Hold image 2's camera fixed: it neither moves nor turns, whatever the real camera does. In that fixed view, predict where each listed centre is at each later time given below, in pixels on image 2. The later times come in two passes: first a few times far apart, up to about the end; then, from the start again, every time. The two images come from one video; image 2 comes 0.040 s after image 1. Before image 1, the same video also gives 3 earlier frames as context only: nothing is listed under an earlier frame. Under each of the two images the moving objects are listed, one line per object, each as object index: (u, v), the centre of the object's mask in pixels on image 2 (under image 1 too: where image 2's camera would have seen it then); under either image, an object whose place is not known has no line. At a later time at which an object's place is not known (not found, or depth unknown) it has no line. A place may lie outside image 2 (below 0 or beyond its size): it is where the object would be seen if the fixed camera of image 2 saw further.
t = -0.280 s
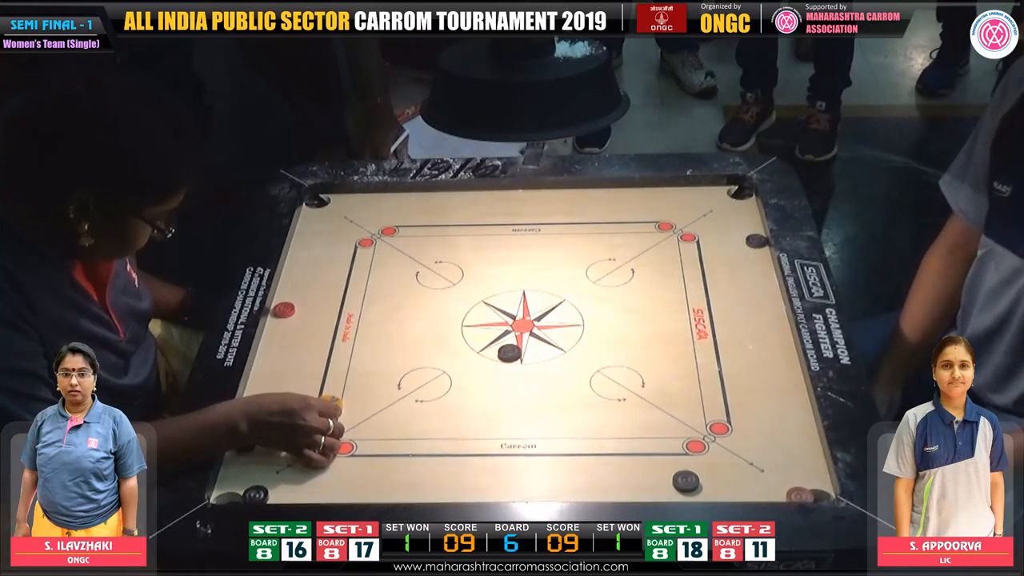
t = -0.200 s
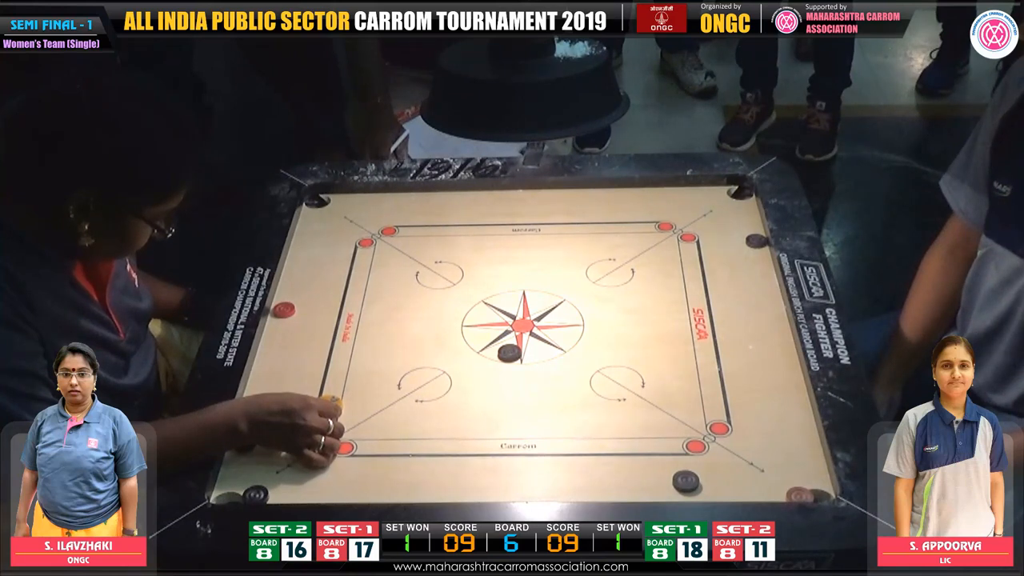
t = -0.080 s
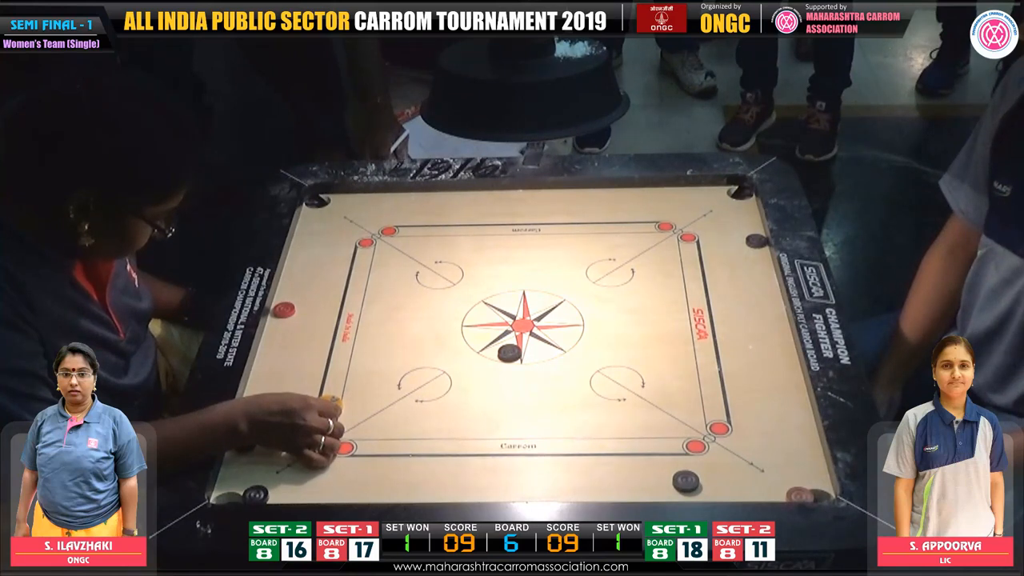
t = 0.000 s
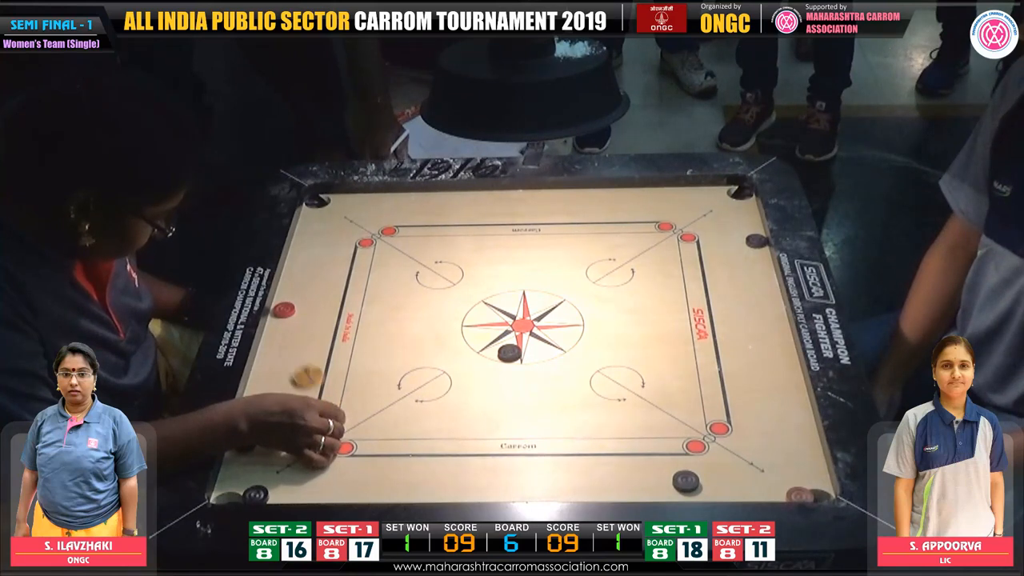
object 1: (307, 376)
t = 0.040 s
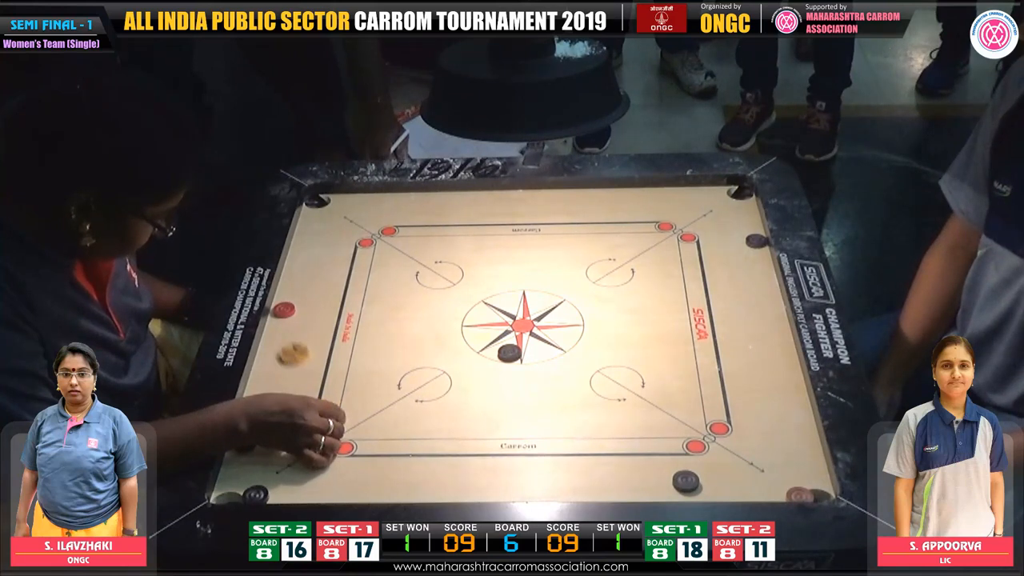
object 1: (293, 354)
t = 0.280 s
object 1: (347, 291)
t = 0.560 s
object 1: (405, 262)
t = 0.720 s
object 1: (418, 254)
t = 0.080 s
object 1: (281, 333)
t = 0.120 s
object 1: (289, 320)
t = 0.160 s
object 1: (305, 312)
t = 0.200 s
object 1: (320, 305)
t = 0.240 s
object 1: (334, 298)
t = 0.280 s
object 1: (347, 291)
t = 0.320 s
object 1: (358, 286)
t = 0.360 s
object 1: (369, 280)
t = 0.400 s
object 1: (378, 276)
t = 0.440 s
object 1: (386, 272)
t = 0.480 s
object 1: (393, 268)
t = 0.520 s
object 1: (399, 264)
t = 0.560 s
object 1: (405, 262)
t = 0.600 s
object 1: (409, 259)
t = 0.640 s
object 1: (413, 257)
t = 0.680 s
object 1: (416, 255)
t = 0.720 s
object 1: (418, 254)
